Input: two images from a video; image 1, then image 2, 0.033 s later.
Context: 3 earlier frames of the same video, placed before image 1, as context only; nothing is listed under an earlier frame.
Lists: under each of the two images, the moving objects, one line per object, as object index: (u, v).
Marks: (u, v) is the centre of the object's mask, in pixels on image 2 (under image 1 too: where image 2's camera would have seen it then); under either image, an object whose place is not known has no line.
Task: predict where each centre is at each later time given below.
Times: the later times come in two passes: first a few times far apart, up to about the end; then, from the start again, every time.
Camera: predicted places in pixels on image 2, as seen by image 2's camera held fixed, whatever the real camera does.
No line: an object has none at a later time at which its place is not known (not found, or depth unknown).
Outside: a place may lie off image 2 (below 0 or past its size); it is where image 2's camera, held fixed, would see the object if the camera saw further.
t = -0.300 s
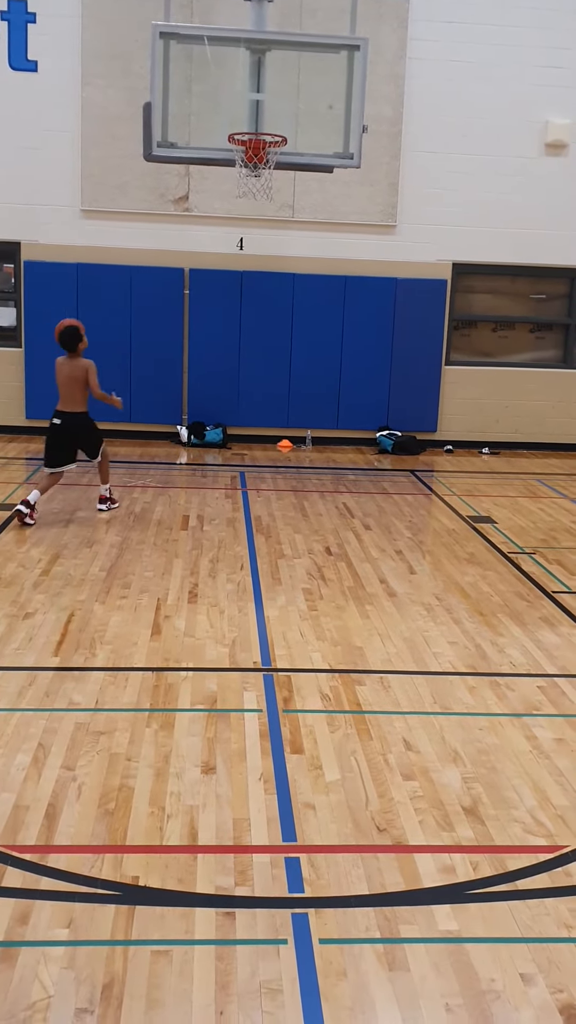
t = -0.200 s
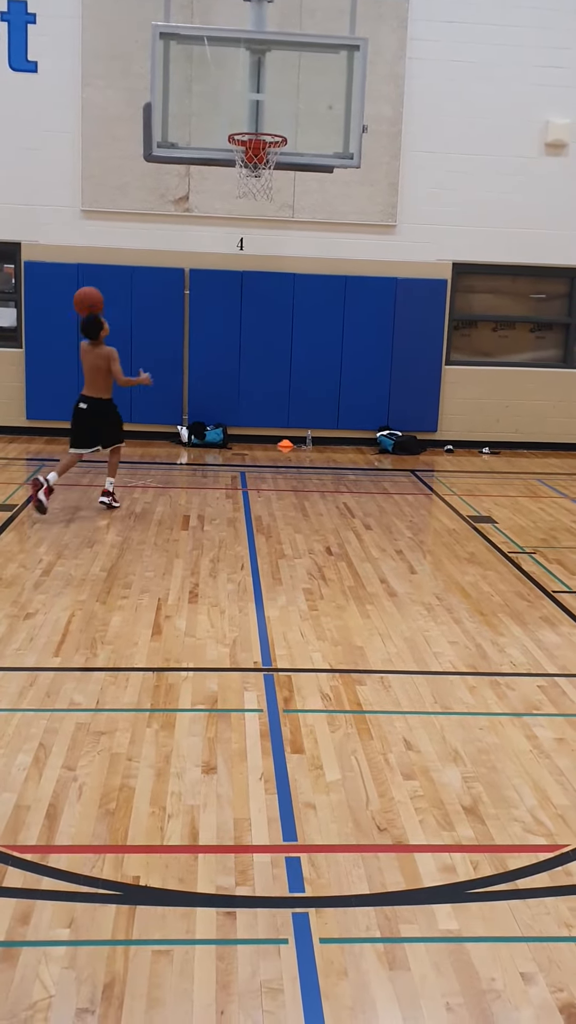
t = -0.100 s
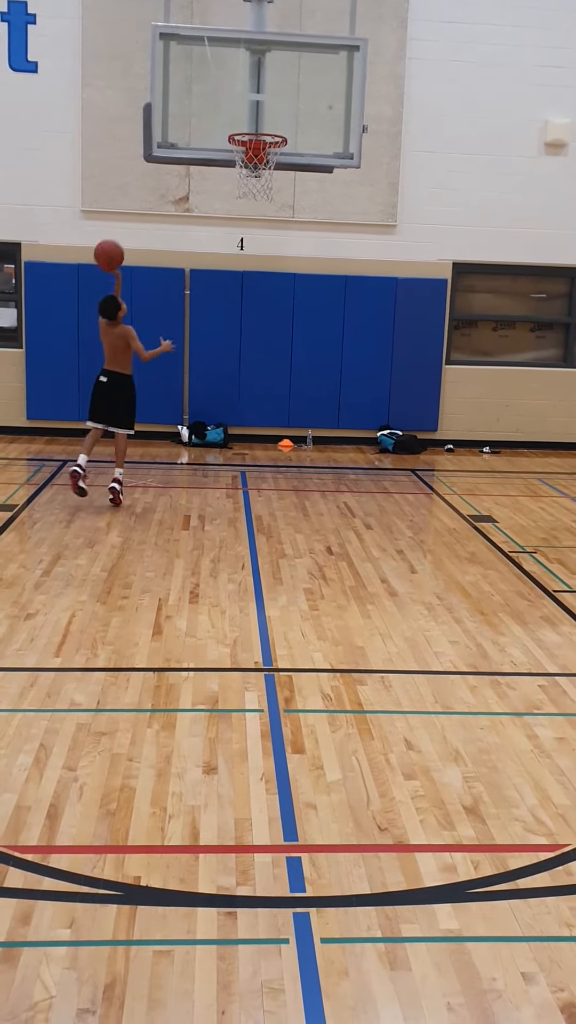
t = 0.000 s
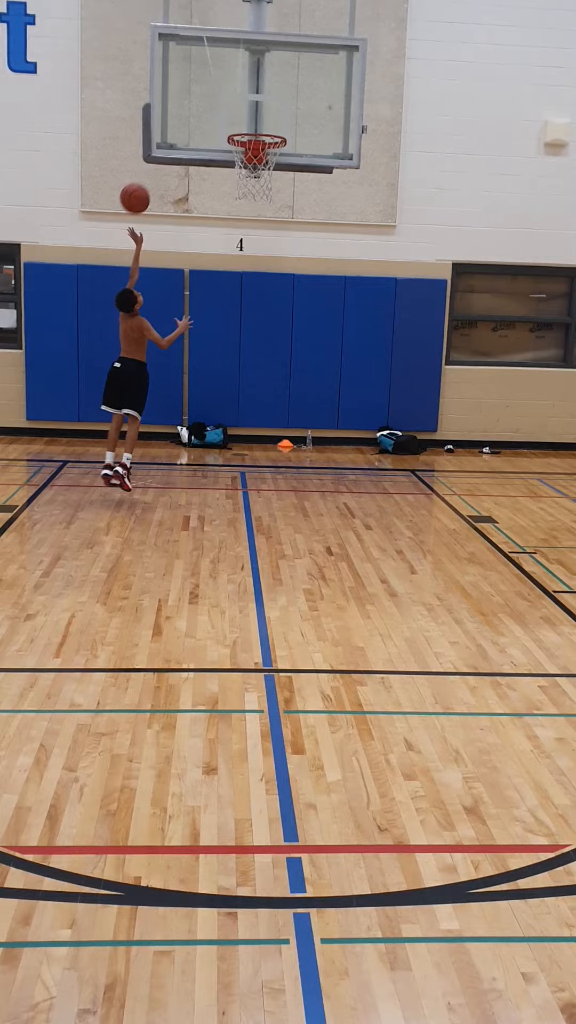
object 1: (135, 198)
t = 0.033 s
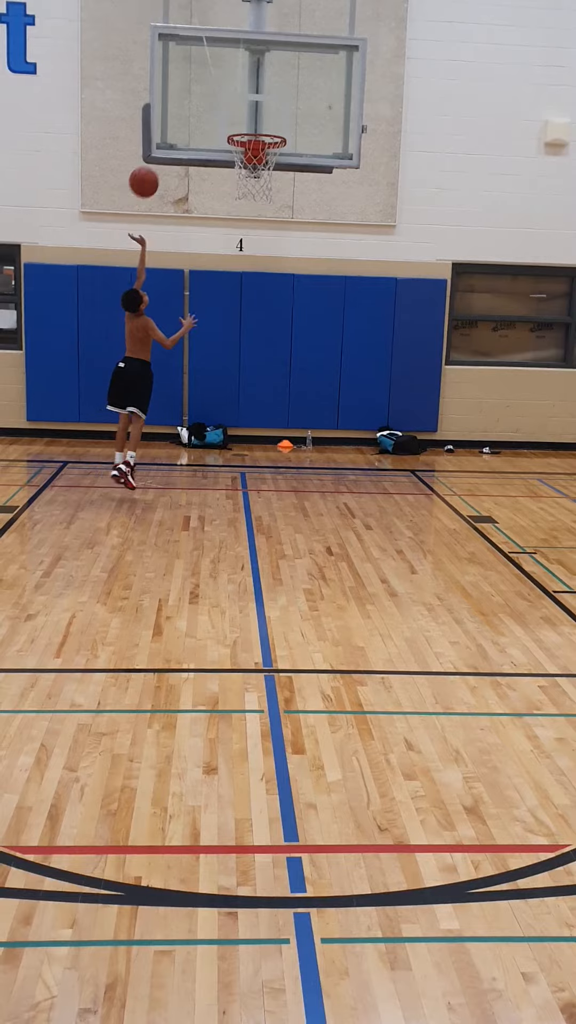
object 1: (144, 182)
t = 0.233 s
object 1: (197, 113)
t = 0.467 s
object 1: (253, 99)
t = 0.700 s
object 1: (297, 131)
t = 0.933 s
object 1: (340, 174)
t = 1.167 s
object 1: (379, 280)
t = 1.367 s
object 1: (406, 411)
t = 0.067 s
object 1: (153, 166)
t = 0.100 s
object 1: (161, 152)
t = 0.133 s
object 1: (171, 141)
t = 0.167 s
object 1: (179, 130)
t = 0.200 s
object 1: (188, 121)
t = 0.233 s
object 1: (197, 113)
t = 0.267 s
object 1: (205, 107)
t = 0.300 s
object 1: (214, 102)
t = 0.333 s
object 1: (222, 99)
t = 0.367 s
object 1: (230, 97)
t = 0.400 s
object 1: (238, 96)
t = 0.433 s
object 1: (246, 96)
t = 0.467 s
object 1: (253, 99)
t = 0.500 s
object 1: (261, 102)
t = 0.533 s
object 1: (267, 104)
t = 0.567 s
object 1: (273, 108)
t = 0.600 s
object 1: (279, 114)
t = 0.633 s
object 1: (285, 121)
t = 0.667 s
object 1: (291, 128)
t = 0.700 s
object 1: (297, 131)
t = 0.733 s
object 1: (303, 133)
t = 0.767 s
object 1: (310, 136)
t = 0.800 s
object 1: (316, 141)
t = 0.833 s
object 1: (322, 147)
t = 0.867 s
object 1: (328, 155)
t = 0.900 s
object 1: (334, 164)
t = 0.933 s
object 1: (340, 174)
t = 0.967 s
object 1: (346, 186)
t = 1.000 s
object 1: (352, 199)
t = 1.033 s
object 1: (358, 212)
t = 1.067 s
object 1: (363, 227)
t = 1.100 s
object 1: (369, 243)
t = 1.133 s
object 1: (374, 261)
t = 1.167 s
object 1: (379, 280)
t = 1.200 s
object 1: (383, 299)
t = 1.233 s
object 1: (388, 320)
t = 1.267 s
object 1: (393, 341)
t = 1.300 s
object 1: (397, 364)
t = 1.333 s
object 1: (402, 387)
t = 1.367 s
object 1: (406, 411)
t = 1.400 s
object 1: (410, 437)
